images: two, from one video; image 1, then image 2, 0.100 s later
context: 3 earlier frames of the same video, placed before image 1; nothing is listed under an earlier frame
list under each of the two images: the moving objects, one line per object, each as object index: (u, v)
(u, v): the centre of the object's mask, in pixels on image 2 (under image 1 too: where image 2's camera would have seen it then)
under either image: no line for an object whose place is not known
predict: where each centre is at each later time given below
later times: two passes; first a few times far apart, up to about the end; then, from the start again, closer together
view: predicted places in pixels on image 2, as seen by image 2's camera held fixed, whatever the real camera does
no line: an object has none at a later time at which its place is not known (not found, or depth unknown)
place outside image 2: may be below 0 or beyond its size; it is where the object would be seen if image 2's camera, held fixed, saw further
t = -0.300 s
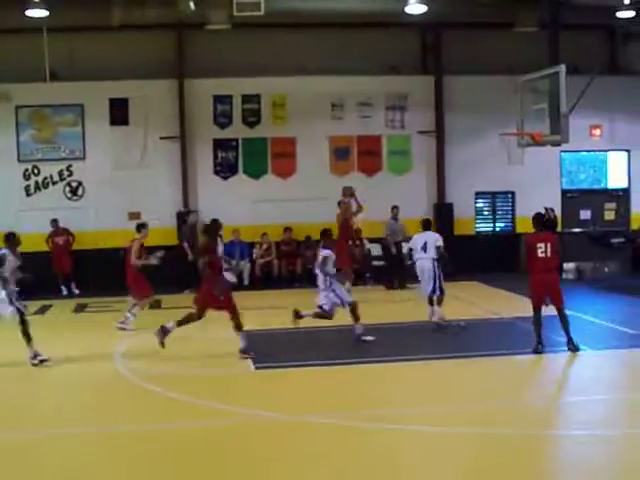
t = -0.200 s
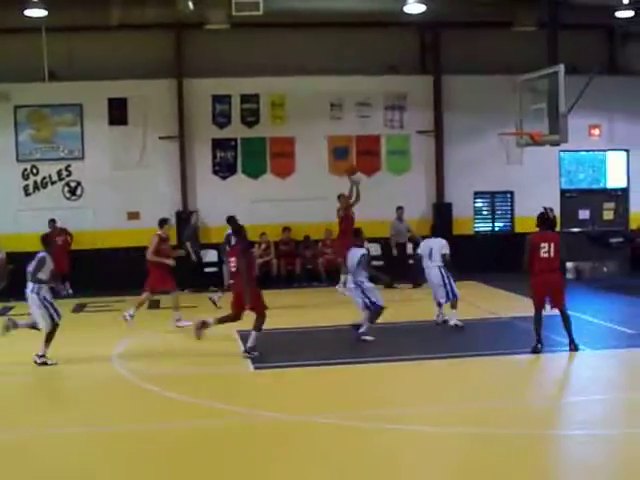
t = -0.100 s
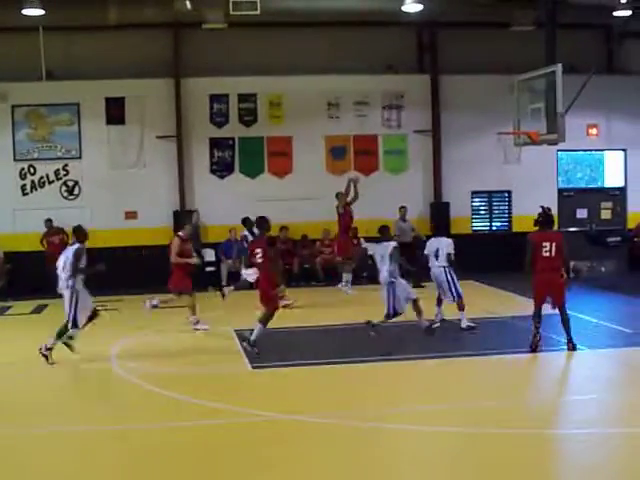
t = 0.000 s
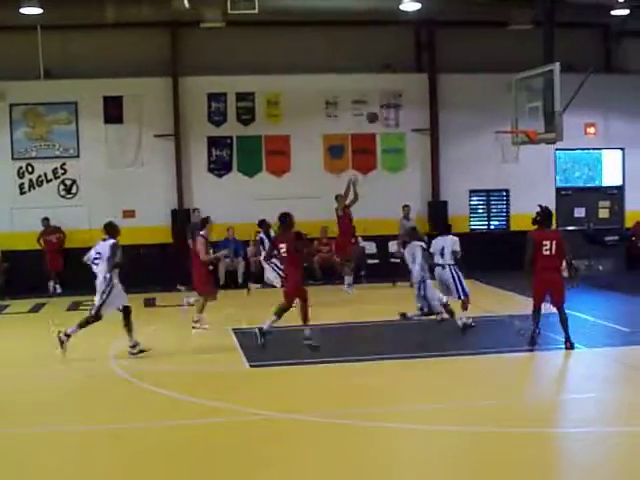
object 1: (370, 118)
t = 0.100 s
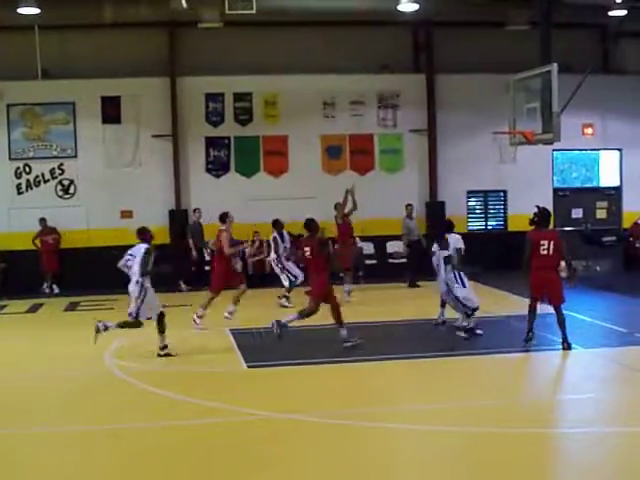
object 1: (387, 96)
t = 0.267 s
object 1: (407, 78)
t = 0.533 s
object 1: (449, 77)
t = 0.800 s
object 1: (498, 121)
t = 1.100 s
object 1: (527, 159)
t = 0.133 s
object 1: (388, 94)
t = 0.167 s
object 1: (393, 90)
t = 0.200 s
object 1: (398, 86)
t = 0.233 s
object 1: (403, 82)
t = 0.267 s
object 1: (407, 78)
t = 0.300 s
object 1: (412, 76)
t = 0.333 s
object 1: (417, 75)
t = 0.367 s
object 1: (422, 72)
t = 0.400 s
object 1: (427, 71)
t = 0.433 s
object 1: (432, 73)
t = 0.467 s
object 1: (439, 73)
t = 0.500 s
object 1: (443, 75)
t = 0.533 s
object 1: (449, 77)
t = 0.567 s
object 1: (455, 80)
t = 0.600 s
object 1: (461, 85)
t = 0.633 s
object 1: (466, 88)
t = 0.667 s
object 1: (473, 94)
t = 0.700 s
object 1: (479, 101)
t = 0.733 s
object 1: (485, 106)
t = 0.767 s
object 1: (491, 112)
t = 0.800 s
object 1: (498, 121)
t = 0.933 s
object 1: (517, 147)
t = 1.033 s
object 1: (522, 152)
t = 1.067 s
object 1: (524, 155)
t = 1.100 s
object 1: (527, 159)
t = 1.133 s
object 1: (528, 164)
